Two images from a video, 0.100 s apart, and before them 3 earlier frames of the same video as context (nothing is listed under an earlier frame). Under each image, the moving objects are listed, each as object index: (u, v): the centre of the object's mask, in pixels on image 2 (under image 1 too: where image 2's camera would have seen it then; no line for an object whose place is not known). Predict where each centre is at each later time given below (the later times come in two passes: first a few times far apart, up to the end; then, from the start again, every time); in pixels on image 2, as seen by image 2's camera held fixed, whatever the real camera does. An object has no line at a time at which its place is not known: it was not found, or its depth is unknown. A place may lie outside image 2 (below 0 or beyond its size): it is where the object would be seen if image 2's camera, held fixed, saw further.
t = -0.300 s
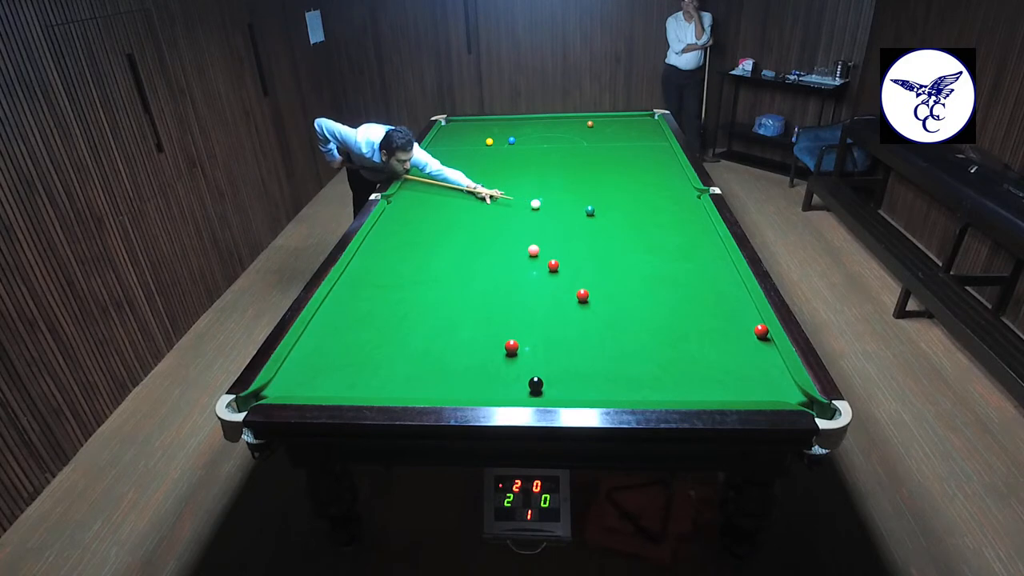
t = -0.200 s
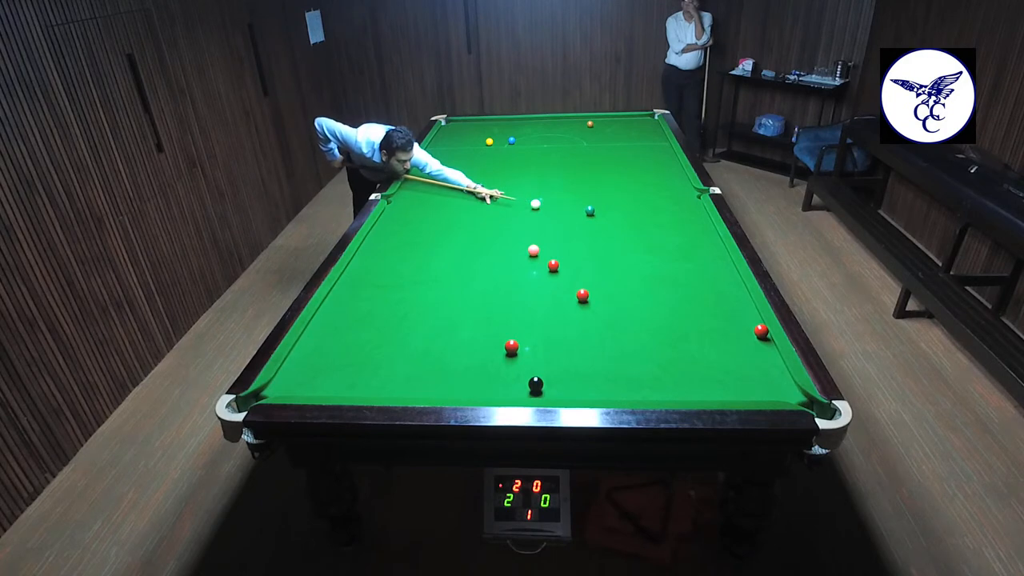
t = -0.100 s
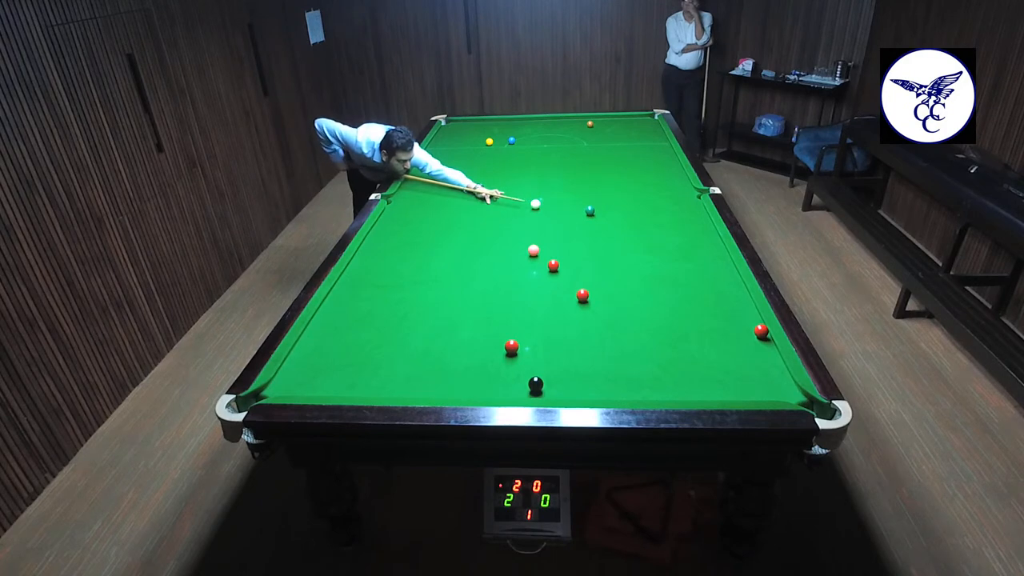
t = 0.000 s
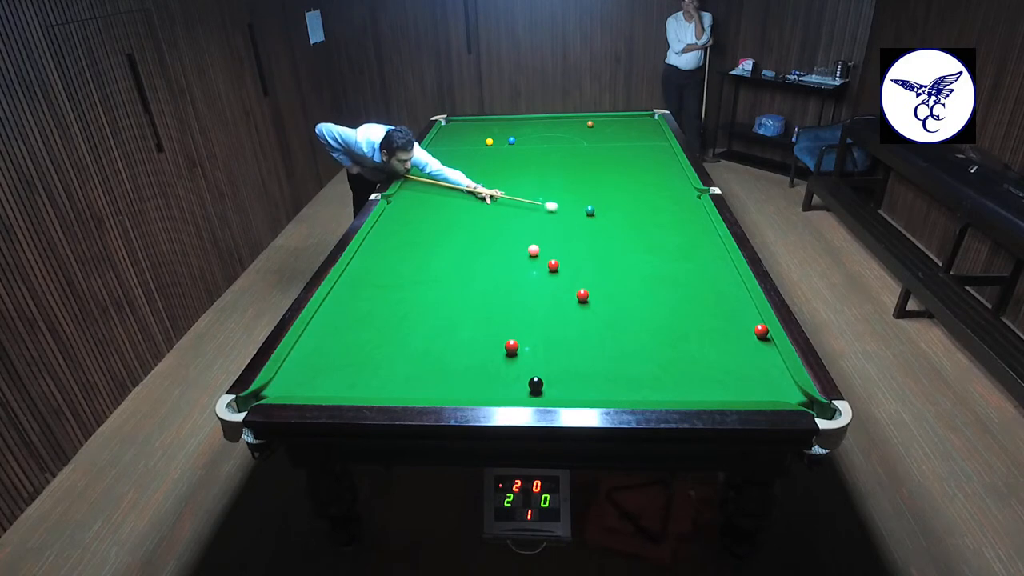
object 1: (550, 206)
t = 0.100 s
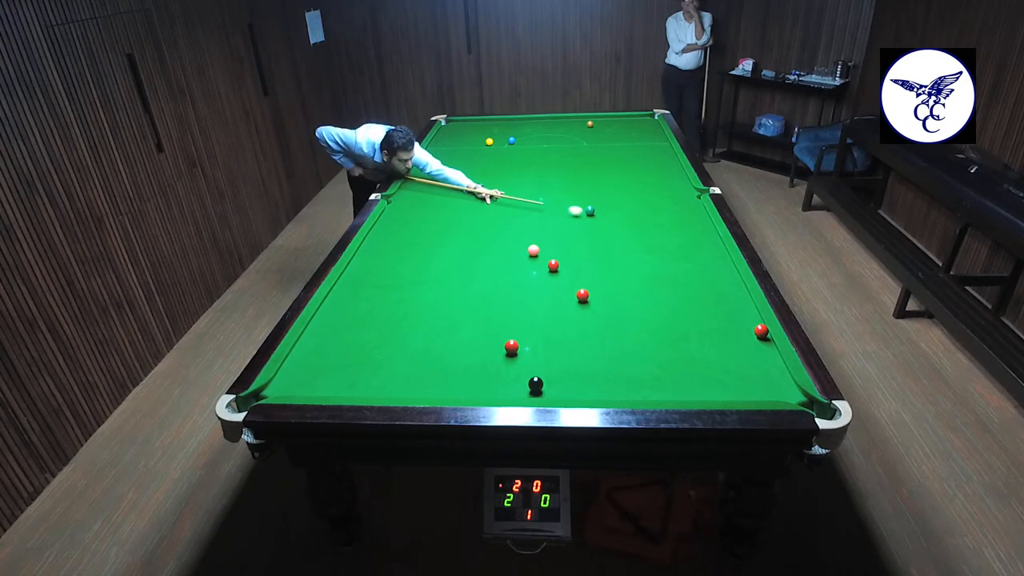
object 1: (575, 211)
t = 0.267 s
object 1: (598, 222)
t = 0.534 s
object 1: (635, 241)
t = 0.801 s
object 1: (677, 262)
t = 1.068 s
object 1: (724, 286)
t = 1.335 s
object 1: (734, 308)
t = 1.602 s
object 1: (716, 329)
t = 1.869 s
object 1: (696, 351)
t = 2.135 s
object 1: (674, 374)
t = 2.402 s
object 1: (651, 392)
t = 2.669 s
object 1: (625, 377)
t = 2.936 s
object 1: (603, 363)
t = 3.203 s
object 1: (583, 351)
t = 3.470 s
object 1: (565, 341)
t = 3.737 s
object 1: (550, 331)
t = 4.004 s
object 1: (536, 323)
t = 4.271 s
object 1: (524, 316)
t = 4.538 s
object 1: (513, 310)
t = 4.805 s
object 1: (504, 305)
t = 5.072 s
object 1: (497, 301)
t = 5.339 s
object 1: (490, 297)
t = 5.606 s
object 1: (485, 294)
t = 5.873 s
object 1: (481, 292)
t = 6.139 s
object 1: (478, 290)
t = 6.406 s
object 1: (476, 289)
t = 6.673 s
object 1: (474, 289)
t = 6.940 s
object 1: (474, 289)
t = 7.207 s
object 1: (474, 289)
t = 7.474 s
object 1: (474, 288)
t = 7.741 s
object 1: (474, 288)
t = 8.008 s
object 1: (474, 288)
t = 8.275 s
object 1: (474, 289)
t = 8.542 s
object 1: (474, 289)
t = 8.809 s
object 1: (474, 289)
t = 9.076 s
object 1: (474, 289)
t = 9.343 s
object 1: (474, 289)
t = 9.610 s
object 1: (474, 289)
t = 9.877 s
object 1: (474, 289)
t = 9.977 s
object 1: (474, 289)
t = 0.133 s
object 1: (581, 213)
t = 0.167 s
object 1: (585, 215)
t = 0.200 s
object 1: (589, 217)
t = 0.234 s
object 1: (593, 219)
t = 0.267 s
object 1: (598, 222)
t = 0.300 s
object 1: (602, 224)
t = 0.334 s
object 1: (607, 226)
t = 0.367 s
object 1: (611, 229)
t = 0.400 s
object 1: (616, 231)
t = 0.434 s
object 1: (621, 233)
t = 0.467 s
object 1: (626, 236)
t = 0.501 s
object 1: (630, 238)
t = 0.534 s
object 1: (635, 241)
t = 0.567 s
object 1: (640, 243)
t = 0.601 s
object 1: (645, 246)
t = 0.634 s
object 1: (651, 248)
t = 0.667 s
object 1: (656, 251)
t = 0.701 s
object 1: (661, 254)
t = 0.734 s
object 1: (666, 256)
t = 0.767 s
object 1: (672, 259)
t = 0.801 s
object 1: (677, 262)
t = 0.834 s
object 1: (683, 265)
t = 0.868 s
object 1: (688, 268)
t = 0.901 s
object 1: (694, 271)
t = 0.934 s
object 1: (700, 274)
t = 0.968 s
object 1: (706, 277)
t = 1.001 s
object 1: (712, 280)
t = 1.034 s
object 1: (718, 283)
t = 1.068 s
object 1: (724, 286)
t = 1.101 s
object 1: (731, 289)
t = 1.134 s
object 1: (737, 293)
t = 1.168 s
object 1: (743, 296)
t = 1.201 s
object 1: (743, 299)
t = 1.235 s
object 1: (740, 301)
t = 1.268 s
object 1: (738, 303)
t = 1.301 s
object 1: (736, 306)
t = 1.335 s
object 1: (734, 308)
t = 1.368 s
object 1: (732, 311)
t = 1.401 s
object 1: (729, 314)
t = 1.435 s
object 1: (727, 316)
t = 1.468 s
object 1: (725, 319)
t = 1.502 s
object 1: (723, 321)
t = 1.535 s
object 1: (720, 324)
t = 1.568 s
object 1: (718, 326)
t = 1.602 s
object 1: (716, 329)
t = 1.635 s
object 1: (713, 332)
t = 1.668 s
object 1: (711, 334)
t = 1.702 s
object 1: (708, 337)
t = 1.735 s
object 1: (706, 340)
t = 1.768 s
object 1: (703, 342)
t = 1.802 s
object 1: (701, 345)
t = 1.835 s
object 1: (698, 348)
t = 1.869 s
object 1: (696, 351)
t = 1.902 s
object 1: (693, 354)
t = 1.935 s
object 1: (691, 357)
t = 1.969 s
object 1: (688, 360)
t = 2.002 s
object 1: (685, 363)
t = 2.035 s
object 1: (683, 366)
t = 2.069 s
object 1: (680, 369)
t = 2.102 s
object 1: (677, 372)
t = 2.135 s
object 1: (674, 374)
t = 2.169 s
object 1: (672, 377)
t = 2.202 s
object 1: (669, 381)
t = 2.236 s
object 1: (666, 384)
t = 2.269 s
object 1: (663, 387)
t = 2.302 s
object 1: (661, 389)
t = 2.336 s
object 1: (658, 391)
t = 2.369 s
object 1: (655, 393)
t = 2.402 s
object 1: (651, 392)
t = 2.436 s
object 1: (648, 391)
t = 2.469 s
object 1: (645, 390)
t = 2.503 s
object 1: (641, 388)
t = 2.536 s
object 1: (638, 385)
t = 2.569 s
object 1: (635, 384)
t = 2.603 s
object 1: (631, 382)
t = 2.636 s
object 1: (629, 380)
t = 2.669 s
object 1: (625, 377)
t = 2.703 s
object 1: (622, 376)
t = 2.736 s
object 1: (620, 374)
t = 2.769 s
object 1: (617, 372)
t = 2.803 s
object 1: (614, 370)
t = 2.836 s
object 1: (611, 368)
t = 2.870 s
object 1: (608, 367)
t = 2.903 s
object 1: (606, 365)
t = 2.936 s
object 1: (603, 363)
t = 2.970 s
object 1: (600, 362)
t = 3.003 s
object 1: (598, 360)
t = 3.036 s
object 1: (595, 358)
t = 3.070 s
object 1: (592, 357)
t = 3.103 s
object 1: (590, 355)
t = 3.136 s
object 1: (588, 354)
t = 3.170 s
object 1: (585, 353)
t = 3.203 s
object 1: (583, 351)
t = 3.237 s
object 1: (580, 350)
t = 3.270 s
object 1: (578, 348)
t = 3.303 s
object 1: (576, 347)
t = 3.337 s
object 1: (574, 346)
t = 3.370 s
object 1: (571, 344)
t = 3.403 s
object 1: (569, 343)
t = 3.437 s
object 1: (567, 342)
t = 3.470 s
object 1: (565, 341)
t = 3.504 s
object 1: (563, 339)
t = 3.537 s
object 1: (561, 338)
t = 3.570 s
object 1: (559, 337)
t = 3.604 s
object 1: (557, 336)
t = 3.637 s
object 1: (555, 334)
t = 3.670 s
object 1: (553, 333)
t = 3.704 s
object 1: (551, 332)
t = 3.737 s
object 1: (550, 331)
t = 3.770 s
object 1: (548, 330)
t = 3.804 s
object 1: (546, 329)
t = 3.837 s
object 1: (544, 328)
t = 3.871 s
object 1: (543, 327)
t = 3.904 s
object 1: (541, 326)
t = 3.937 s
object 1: (539, 325)
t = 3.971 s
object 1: (537, 324)
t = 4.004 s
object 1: (536, 323)
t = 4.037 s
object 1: (534, 322)
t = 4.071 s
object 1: (533, 322)
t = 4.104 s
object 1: (531, 321)
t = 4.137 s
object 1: (529, 320)
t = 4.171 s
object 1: (528, 319)
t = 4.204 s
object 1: (526, 318)
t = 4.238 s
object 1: (525, 317)
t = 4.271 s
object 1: (524, 316)
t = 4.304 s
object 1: (522, 315)
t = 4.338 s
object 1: (521, 315)
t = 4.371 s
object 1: (520, 314)
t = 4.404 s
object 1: (518, 313)
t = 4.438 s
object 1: (517, 312)
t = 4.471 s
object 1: (516, 312)
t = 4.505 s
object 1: (514, 311)
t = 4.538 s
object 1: (513, 310)
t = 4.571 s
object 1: (512, 310)
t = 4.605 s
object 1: (511, 309)
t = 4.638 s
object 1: (509, 308)
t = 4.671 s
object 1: (509, 308)
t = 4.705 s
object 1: (508, 307)
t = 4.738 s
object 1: (506, 306)
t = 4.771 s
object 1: (505, 306)
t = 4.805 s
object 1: (504, 305)
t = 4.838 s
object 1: (503, 305)
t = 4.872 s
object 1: (502, 304)
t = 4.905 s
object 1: (501, 303)
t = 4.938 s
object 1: (500, 303)
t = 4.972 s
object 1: (499, 302)
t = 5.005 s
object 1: (498, 302)
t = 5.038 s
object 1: (498, 301)
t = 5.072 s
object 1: (497, 301)
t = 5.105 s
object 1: (496, 300)
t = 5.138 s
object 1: (495, 300)
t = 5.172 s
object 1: (494, 299)
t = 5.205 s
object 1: (493, 299)
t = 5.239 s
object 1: (492, 298)
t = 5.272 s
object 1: (492, 298)
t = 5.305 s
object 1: (491, 297)
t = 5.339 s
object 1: (490, 297)
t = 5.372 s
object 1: (490, 297)
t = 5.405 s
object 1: (489, 296)
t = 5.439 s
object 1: (488, 296)
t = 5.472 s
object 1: (488, 296)
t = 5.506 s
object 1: (487, 295)
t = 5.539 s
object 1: (486, 295)
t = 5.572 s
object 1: (486, 294)
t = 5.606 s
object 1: (485, 294)
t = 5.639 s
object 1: (485, 294)
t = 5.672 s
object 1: (484, 293)
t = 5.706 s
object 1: (484, 293)
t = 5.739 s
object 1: (483, 293)
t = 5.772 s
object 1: (483, 293)
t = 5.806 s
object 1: (482, 292)
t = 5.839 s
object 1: (482, 292)
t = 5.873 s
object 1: (481, 292)
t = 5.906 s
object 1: (481, 291)
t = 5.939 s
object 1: (481, 291)
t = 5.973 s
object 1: (480, 291)
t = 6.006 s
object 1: (479, 291)
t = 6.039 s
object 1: (479, 291)
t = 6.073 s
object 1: (479, 291)
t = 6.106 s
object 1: (478, 290)
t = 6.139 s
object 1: (478, 290)
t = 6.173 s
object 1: (478, 290)
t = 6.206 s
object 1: (477, 290)
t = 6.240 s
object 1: (477, 290)
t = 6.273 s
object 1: (477, 290)
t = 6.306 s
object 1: (476, 290)
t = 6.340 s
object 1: (476, 289)
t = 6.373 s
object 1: (476, 289)
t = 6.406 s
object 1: (476, 289)
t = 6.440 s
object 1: (476, 289)
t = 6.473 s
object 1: (475, 289)
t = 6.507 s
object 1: (475, 289)
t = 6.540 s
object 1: (475, 289)
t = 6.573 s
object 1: (475, 289)
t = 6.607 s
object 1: (475, 289)
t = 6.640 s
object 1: (475, 289)
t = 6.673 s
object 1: (474, 289)
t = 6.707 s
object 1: (474, 289)
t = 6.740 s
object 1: (474, 289)
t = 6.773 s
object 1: (474, 289)
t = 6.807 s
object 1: (474, 289)
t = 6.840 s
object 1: (474, 289)
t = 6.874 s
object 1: (474, 289)
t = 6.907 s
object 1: (474, 289)
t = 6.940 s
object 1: (474, 289)
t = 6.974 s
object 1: (474, 289)
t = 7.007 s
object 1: (474, 289)
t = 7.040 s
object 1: (474, 289)
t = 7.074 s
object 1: (474, 289)
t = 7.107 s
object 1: (474, 289)
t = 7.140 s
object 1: (474, 289)
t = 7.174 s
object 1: (474, 289)
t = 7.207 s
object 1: (474, 289)
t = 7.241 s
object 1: (474, 288)
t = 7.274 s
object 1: (474, 289)
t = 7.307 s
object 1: (474, 288)
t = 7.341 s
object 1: (474, 288)
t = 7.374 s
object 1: (474, 288)
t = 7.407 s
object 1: (474, 288)
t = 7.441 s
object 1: (474, 288)
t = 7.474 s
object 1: (474, 288)
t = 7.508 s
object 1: (474, 288)
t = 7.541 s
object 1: (474, 288)
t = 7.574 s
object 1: (474, 288)
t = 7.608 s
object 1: (474, 288)
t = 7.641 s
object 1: (474, 288)
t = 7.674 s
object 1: (474, 288)
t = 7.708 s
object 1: (474, 288)
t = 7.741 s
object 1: (474, 288)
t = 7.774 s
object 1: (474, 288)
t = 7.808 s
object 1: (474, 288)
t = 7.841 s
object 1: (474, 288)
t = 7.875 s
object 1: (474, 288)
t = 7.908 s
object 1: (474, 288)
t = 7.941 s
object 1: (474, 288)
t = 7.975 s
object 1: (474, 288)
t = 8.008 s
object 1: (474, 288)
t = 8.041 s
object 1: (474, 288)
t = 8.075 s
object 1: (474, 288)
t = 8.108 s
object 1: (474, 288)
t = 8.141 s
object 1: (474, 288)
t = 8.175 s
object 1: (474, 289)
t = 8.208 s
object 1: (474, 289)
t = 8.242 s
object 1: (474, 289)
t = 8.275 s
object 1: (474, 289)
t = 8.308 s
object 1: (474, 289)
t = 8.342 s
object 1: (474, 289)
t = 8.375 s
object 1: (474, 289)
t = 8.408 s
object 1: (474, 289)
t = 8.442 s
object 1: (474, 289)
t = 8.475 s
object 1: (474, 289)
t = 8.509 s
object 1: (474, 289)
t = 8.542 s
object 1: (474, 289)
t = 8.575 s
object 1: (474, 289)
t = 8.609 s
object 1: (474, 289)
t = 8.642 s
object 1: (474, 289)
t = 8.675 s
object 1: (474, 289)
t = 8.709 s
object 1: (474, 289)
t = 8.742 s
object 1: (474, 289)
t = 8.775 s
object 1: (474, 289)
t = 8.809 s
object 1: (474, 289)
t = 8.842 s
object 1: (474, 289)
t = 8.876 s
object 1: (474, 289)
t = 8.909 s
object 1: (474, 289)
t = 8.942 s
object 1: (474, 289)
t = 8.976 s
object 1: (474, 289)
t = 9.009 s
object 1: (474, 289)
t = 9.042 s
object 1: (474, 289)
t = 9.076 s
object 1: (474, 289)
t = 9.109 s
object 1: (474, 289)
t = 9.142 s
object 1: (474, 289)
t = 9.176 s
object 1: (474, 289)
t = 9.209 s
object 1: (474, 289)
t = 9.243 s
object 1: (474, 289)
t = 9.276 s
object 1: (474, 289)
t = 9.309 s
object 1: (474, 289)
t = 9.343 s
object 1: (474, 289)
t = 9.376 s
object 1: (474, 289)
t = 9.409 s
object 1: (474, 289)
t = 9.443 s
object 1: (474, 289)
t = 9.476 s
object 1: (474, 289)
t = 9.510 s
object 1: (474, 289)
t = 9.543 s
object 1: (474, 289)
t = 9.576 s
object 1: (474, 289)
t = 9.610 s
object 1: (474, 289)
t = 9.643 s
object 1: (474, 289)
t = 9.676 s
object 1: (474, 289)
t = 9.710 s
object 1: (474, 289)
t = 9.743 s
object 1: (474, 289)
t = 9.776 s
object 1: (474, 289)
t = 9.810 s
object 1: (474, 289)
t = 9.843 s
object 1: (474, 289)
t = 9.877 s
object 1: (474, 289)
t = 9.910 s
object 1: (474, 289)
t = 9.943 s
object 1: (474, 289)
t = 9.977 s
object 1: (474, 289)
